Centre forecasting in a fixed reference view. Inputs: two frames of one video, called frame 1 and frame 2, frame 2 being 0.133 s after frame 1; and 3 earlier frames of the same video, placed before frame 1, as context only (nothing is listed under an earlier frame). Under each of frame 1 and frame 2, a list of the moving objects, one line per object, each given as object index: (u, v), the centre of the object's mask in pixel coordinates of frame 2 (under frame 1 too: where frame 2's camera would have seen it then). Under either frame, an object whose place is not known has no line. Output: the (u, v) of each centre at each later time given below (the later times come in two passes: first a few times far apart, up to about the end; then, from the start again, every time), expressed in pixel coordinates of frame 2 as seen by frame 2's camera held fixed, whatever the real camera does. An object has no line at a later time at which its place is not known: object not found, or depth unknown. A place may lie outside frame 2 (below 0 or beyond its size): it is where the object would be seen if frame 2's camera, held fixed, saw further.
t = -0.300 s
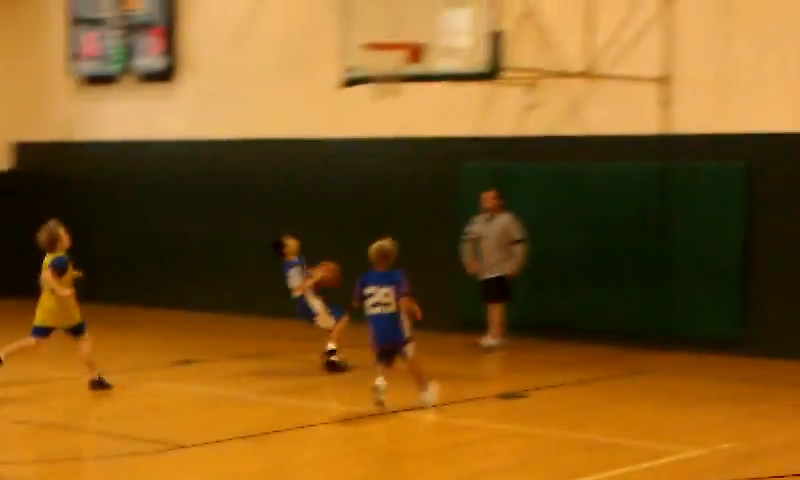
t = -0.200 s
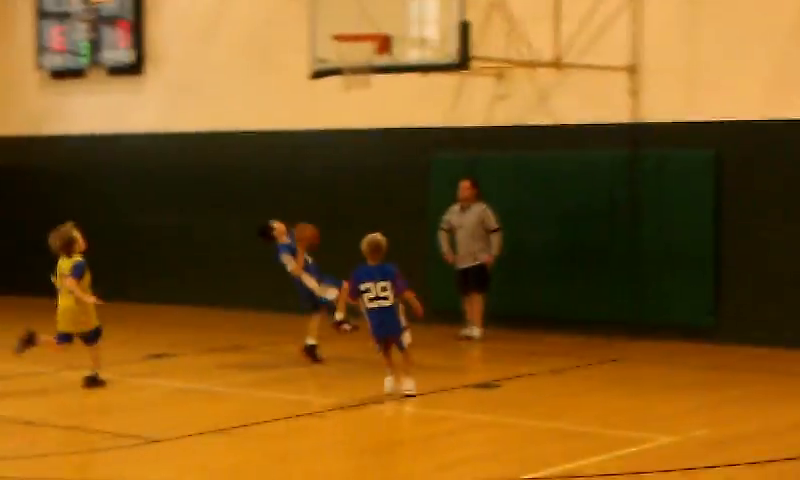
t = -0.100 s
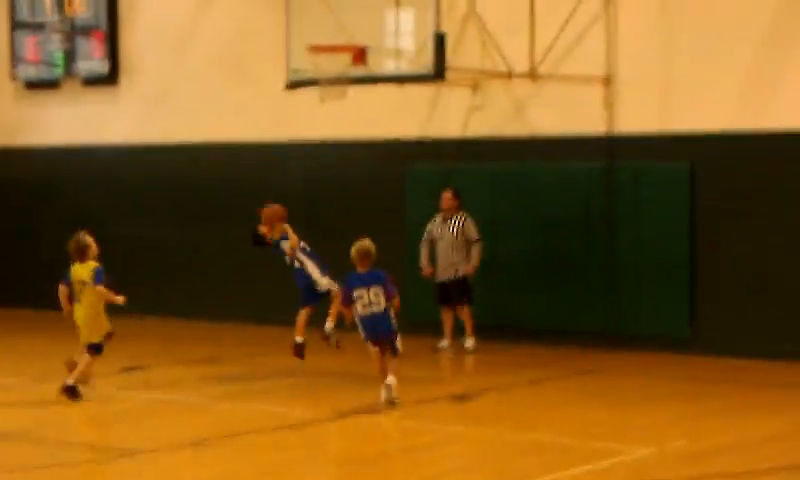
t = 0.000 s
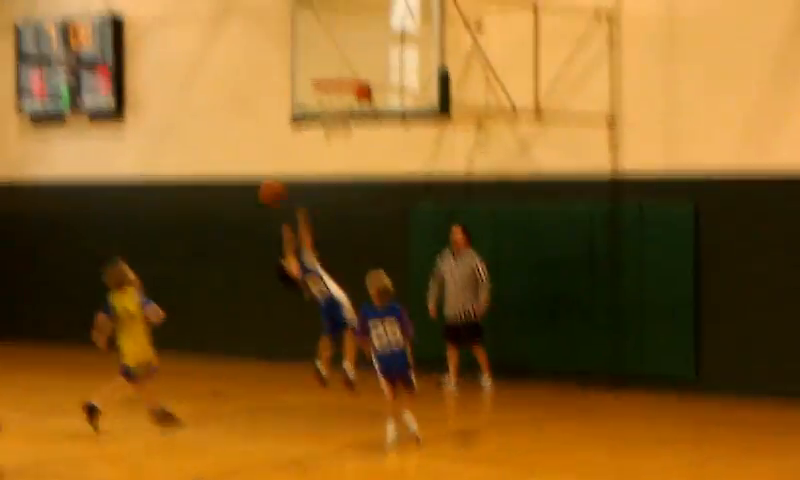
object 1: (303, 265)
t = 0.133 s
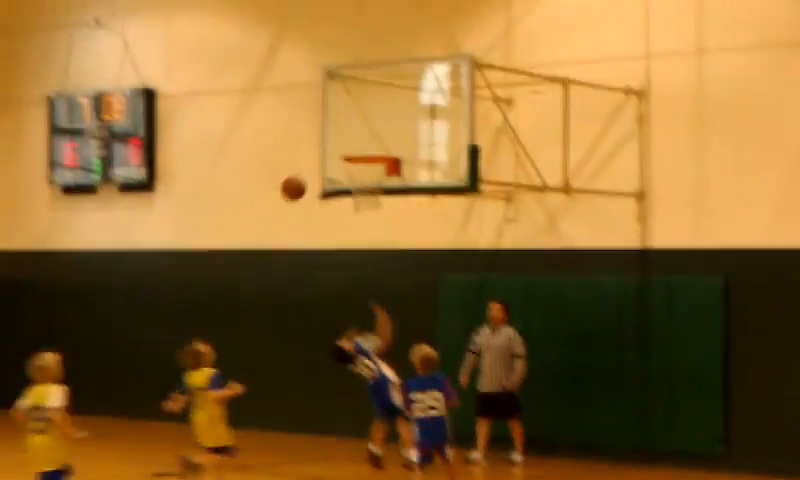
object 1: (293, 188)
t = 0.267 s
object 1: (285, 134)
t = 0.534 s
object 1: (270, 77)
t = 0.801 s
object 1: (255, 97)
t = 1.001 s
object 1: (242, 159)
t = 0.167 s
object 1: (291, 173)
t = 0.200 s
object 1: (289, 159)
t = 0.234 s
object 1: (287, 146)
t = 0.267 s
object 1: (285, 134)
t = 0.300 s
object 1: (283, 122)
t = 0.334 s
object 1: (281, 113)
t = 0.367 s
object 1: (281, 104)
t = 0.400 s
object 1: (278, 96)
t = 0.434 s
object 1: (276, 90)
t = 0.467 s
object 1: (274, 84)
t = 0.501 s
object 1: (272, 80)
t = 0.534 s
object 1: (270, 77)
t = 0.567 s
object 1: (268, 75)
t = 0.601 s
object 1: (266, 75)
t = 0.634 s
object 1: (264, 76)
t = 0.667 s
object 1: (263, 77)
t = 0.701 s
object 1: (260, 80)
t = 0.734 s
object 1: (258, 84)
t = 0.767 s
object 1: (257, 90)
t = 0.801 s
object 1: (255, 97)
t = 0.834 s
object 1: (252, 104)
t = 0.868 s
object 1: (250, 112)
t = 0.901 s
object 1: (249, 122)
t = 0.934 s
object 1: (247, 134)
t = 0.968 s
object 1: (244, 146)
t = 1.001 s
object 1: (242, 159)
